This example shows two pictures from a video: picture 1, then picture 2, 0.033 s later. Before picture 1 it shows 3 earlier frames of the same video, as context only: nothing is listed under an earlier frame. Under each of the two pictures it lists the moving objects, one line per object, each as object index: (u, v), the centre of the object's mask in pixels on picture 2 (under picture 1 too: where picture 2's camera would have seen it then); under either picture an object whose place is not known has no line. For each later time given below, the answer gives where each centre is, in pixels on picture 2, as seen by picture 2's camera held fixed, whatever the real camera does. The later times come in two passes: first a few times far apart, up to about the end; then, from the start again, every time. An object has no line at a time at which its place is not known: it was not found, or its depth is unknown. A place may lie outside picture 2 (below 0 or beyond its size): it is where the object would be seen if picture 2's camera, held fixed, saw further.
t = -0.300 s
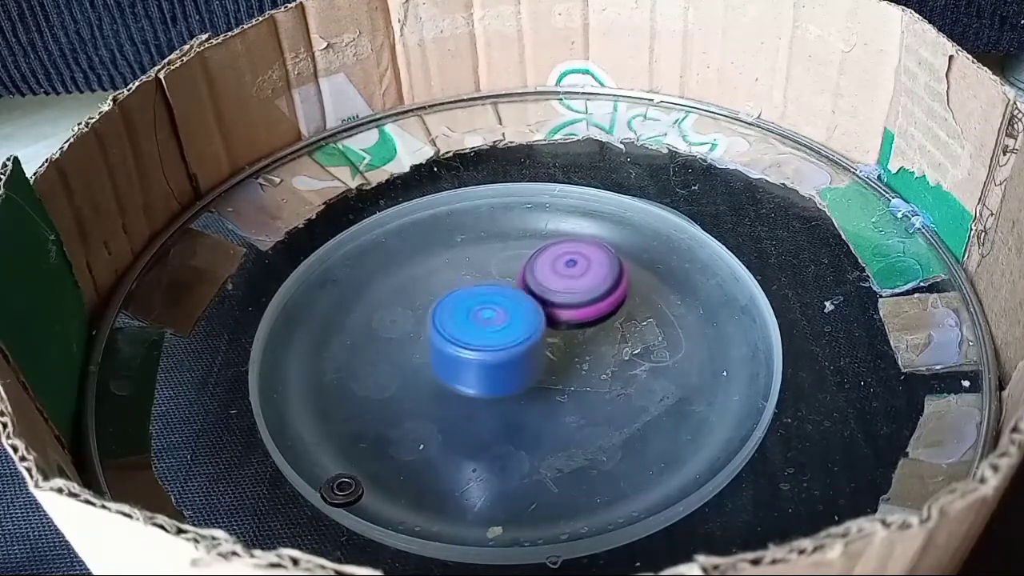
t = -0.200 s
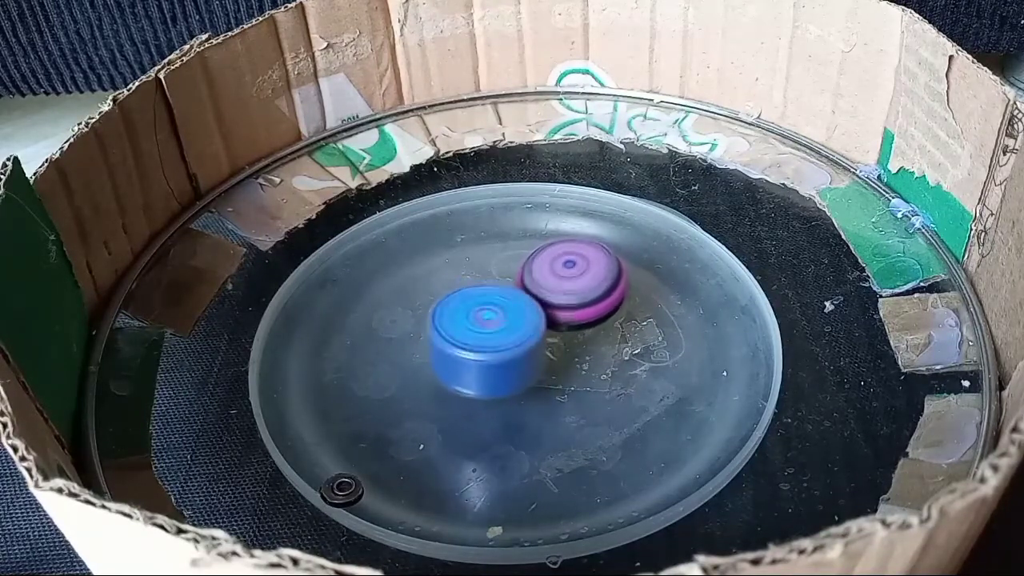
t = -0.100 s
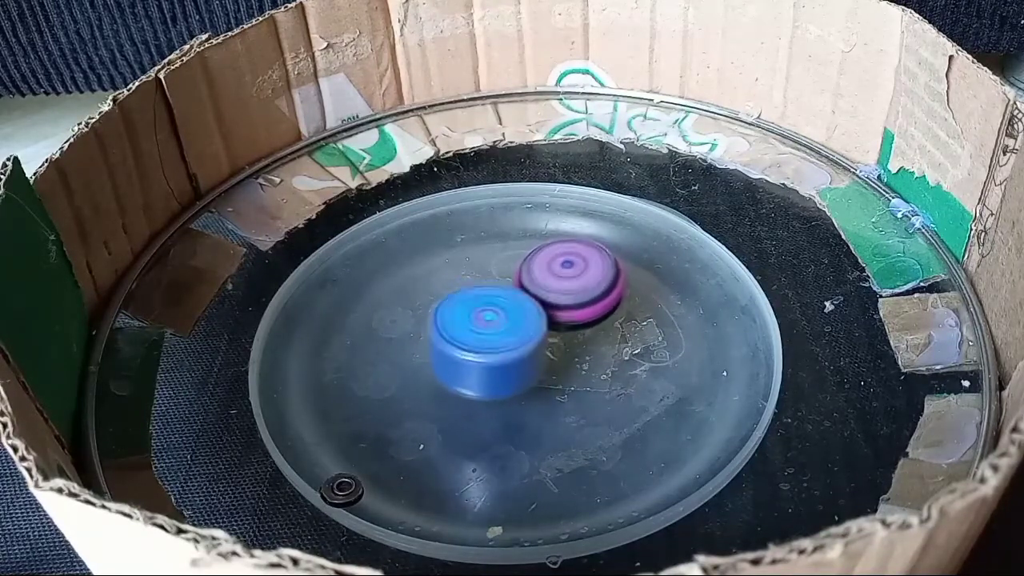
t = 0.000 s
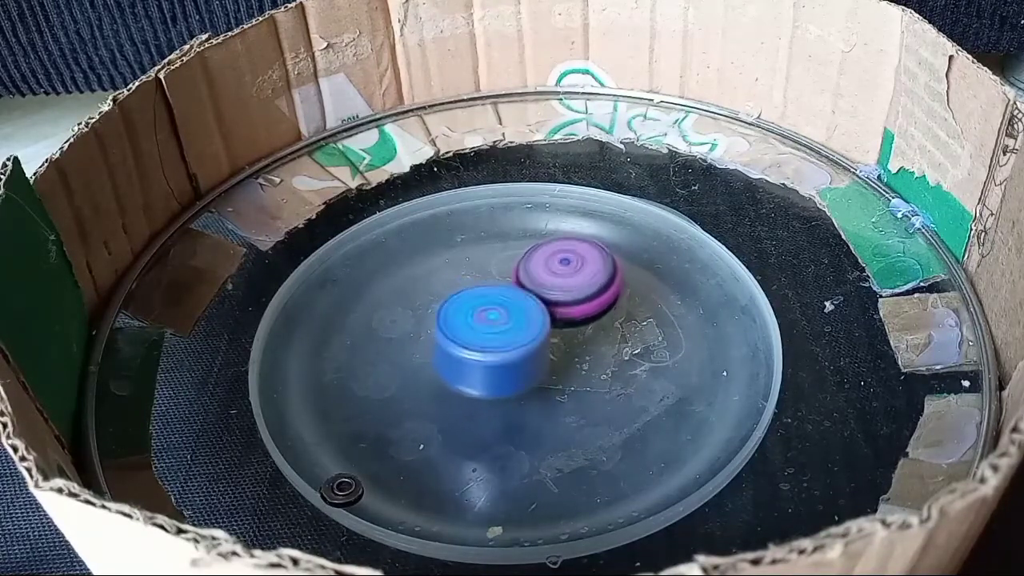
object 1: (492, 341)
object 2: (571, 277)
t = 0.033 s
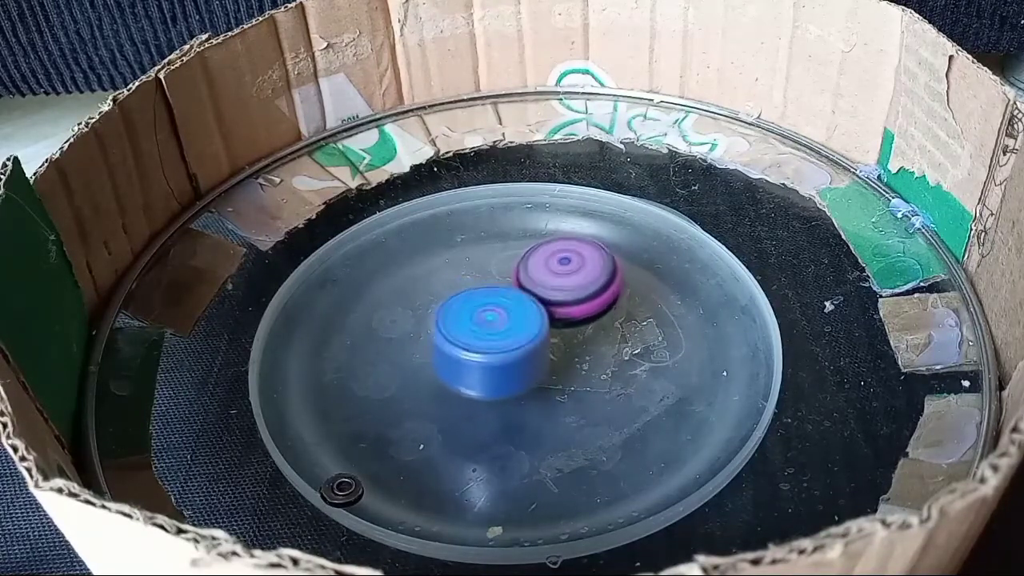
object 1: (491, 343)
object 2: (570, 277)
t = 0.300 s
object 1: (506, 345)
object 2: (569, 273)
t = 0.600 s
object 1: (521, 350)
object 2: (565, 270)
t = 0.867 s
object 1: (529, 350)
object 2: (556, 267)
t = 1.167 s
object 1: (548, 349)
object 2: (534, 265)
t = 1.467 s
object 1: (567, 339)
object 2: (520, 263)
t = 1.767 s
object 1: (573, 342)
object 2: (516, 268)
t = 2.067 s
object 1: (586, 344)
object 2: (529, 270)
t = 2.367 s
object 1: (586, 335)
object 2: (530, 262)
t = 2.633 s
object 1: (572, 348)
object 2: (524, 259)
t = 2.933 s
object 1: (559, 358)
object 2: (541, 259)
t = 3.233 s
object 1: (519, 330)
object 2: (558, 251)
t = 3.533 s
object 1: (478, 314)
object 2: (569, 264)
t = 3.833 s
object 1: (482, 317)
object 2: (589, 279)
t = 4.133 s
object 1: (484, 315)
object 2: (594, 284)
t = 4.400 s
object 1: (476, 314)
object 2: (589, 289)
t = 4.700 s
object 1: (468, 304)
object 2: (586, 297)
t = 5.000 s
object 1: (467, 282)
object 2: (587, 307)
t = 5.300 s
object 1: (486, 266)
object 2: (592, 318)
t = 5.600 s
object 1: (496, 271)
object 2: (584, 327)
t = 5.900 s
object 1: (496, 277)
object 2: (593, 331)
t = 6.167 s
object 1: (497, 255)
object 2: (567, 330)
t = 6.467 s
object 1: (522, 263)
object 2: (553, 347)
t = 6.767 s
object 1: (531, 256)
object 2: (556, 341)
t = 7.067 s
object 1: (533, 256)
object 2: (540, 340)
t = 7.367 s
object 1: (534, 254)
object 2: (530, 331)
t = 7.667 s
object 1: (553, 259)
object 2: (509, 349)
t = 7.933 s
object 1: (530, 260)
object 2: (516, 347)
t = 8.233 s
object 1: (526, 259)
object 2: (513, 349)
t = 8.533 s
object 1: (549, 267)
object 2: (507, 347)
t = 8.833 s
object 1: (571, 266)
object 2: (517, 358)
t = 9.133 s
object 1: (527, 244)
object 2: (556, 374)
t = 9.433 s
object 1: (510, 266)
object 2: (588, 314)
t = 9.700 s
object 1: (483, 281)
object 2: (588, 313)
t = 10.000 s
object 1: (504, 284)
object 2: (570, 335)
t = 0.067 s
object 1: (492, 342)
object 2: (570, 278)
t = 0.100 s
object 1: (492, 343)
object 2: (570, 277)
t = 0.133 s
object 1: (494, 343)
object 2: (570, 277)
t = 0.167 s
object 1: (496, 344)
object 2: (570, 276)
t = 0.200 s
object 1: (498, 345)
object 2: (569, 275)
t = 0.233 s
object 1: (501, 345)
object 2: (569, 275)
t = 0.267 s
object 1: (503, 346)
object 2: (569, 273)
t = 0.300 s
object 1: (506, 345)
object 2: (569, 273)
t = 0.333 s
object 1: (508, 347)
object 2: (569, 273)
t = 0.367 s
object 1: (510, 348)
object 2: (569, 272)
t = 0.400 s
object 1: (513, 348)
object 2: (570, 272)
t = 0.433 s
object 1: (514, 349)
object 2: (569, 272)
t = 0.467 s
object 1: (516, 349)
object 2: (569, 272)
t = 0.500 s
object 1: (516, 350)
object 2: (569, 272)
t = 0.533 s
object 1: (517, 350)
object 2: (568, 272)
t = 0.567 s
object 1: (520, 350)
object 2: (567, 271)
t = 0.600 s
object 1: (521, 350)
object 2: (565, 270)
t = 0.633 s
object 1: (522, 350)
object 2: (563, 270)
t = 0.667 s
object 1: (523, 349)
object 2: (561, 268)
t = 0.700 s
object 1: (524, 349)
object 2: (560, 268)
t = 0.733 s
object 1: (525, 349)
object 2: (559, 267)
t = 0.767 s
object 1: (526, 349)
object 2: (558, 267)
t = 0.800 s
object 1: (527, 349)
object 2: (558, 267)
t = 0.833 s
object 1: (528, 350)
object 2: (557, 267)
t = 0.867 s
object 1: (529, 350)
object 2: (556, 267)
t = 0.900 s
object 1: (531, 351)
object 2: (555, 267)
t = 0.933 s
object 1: (533, 351)
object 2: (554, 267)
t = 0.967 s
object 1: (535, 352)
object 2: (553, 267)
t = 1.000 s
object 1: (537, 352)
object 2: (550, 268)
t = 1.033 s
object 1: (540, 352)
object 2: (547, 267)
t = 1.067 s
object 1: (541, 351)
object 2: (543, 266)
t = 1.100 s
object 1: (543, 350)
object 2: (540, 266)
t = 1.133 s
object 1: (545, 349)
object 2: (535, 265)
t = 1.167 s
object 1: (548, 349)
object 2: (534, 265)
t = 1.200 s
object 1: (551, 349)
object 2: (534, 265)
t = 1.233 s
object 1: (553, 348)
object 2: (534, 265)
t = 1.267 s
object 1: (555, 346)
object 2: (532, 264)
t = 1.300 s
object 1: (559, 346)
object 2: (530, 264)
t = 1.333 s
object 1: (565, 344)
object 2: (528, 264)
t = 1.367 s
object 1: (567, 343)
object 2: (528, 264)
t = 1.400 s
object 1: (567, 342)
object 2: (526, 264)
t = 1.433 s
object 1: (566, 340)
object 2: (521, 263)
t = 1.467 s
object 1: (567, 339)
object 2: (520, 263)
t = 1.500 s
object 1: (568, 338)
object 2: (519, 263)
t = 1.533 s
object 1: (569, 337)
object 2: (518, 263)
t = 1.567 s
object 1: (571, 337)
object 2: (517, 264)
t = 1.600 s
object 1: (571, 337)
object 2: (515, 265)
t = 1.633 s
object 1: (571, 337)
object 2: (516, 265)
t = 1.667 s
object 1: (572, 338)
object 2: (517, 265)
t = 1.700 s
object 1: (572, 338)
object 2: (518, 265)
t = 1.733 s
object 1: (572, 339)
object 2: (517, 266)
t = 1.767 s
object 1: (573, 342)
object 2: (516, 268)
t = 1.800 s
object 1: (574, 344)
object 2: (516, 269)
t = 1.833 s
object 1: (573, 343)
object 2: (515, 270)
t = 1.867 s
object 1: (573, 344)
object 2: (516, 270)
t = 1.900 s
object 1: (574, 346)
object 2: (518, 271)
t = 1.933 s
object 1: (575, 346)
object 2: (522, 271)
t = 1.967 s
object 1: (578, 345)
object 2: (524, 271)
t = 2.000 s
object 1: (581, 346)
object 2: (525, 271)
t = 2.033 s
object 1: (582, 344)
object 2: (526, 270)
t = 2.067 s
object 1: (586, 344)
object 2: (529, 270)
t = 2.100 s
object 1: (590, 345)
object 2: (531, 270)
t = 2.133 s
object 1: (592, 343)
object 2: (533, 268)
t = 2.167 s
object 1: (592, 340)
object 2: (535, 266)
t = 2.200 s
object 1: (590, 336)
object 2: (532, 265)
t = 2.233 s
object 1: (590, 336)
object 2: (530, 265)
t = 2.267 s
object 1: (590, 336)
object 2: (531, 264)
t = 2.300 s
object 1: (590, 337)
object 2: (531, 262)
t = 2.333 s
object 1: (590, 337)
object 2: (530, 262)
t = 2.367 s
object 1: (586, 335)
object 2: (530, 262)
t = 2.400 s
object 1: (583, 333)
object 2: (529, 261)
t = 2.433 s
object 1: (583, 334)
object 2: (526, 260)
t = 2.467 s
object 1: (580, 334)
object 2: (523, 260)
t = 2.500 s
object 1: (577, 333)
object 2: (523, 260)
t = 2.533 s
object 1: (574, 333)
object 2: (520, 260)
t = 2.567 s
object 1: (572, 335)
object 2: (518, 260)
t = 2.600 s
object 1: (573, 342)
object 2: (520, 259)
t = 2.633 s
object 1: (572, 348)
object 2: (524, 259)
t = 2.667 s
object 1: (570, 350)
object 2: (525, 260)
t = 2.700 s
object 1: (566, 350)
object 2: (526, 261)
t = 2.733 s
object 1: (562, 348)
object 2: (528, 263)
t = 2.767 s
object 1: (559, 346)
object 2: (531, 264)
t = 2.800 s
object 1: (562, 351)
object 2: (532, 262)
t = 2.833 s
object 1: (564, 358)
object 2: (531, 259)
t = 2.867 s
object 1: (563, 361)
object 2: (533, 259)
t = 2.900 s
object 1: (562, 360)
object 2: (537, 259)
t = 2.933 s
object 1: (559, 358)
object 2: (541, 259)
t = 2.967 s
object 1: (555, 353)
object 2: (544, 259)
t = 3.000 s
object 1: (550, 346)
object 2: (546, 258)
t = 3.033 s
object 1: (545, 340)
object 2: (548, 256)
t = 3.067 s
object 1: (541, 343)
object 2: (550, 254)
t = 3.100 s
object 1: (536, 345)
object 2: (549, 253)
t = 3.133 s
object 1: (531, 343)
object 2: (552, 253)
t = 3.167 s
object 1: (525, 338)
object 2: (555, 252)
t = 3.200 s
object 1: (523, 334)
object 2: (556, 252)
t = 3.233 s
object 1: (519, 330)
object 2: (558, 251)
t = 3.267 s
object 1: (511, 331)
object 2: (558, 249)
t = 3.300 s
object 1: (504, 332)
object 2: (557, 250)
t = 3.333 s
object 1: (496, 329)
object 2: (559, 252)
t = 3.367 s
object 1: (493, 328)
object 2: (560, 252)
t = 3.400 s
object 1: (491, 324)
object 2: (561, 254)
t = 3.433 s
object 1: (488, 319)
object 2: (563, 256)
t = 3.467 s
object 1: (483, 317)
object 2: (565, 256)
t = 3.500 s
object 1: (479, 316)
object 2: (567, 259)
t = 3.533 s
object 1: (478, 314)
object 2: (569, 264)
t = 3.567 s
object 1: (476, 313)
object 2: (573, 265)
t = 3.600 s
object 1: (475, 313)
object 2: (574, 269)
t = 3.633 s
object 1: (476, 313)
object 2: (578, 271)
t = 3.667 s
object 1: (480, 314)
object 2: (583, 274)
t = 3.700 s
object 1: (478, 315)
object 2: (587, 273)
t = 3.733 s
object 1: (478, 315)
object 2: (589, 274)
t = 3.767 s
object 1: (482, 315)
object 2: (588, 277)
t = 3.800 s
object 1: (482, 316)
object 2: (589, 279)
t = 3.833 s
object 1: (482, 317)
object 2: (589, 279)
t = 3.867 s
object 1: (484, 317)
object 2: (592, 282)
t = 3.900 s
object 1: (489, 316)
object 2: (595, 283)
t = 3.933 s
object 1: (489, 316)
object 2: (597, 281)
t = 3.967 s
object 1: (487, 315)
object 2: (597, 279)
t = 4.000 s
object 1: (487, 315)
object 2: (595, 282)
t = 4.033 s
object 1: (488, 315)
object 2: (596, 282)
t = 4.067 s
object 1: (484, 316)
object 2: (598, 281)
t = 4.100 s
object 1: (483, 316)
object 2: (596, 281)
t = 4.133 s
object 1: (484, 315)
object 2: (594, 284)
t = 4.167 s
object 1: (483, 315)
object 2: (595, 284)
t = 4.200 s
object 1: (482, 315)
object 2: (593, 285)
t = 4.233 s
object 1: (481, 315)
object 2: (592, 286)
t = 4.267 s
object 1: (477, 314)
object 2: (593, 285)
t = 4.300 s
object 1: (478, 313)
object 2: (590, 287)
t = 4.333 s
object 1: (476, 313)
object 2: (593, 287)
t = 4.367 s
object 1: (475, 314)
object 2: (592, 286)
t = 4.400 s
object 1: (476, 314)
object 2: (589, 289)
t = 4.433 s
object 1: (476, 314)
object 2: (590, 291)
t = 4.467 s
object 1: (475, 314)
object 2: (592, 291)
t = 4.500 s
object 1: (475, 313)
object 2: (590, 291)
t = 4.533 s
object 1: (468, 312)
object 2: (593, 289)
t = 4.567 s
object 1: (464, 311)
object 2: (591, 289)
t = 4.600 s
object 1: (463, 310)
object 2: (590, 292)
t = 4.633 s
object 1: (463, 310)
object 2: (589, 295)
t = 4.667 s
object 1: (465, 308)
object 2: (587, 295)
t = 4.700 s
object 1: (468, 304)
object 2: (586, 297)
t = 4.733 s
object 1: (462, 303)
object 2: (597, 295)
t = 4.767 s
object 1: (457, 300)
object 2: (597, 296)
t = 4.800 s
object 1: (454, 298)
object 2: (594, 294)
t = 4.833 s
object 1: (453, 293)
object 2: (593, 298)
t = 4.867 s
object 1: (457, 290)
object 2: (593, 301)
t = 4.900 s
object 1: (464, 291)
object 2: (591, 301)
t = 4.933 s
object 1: (469, 290)
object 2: (586, 304)
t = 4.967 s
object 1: (470, 288)
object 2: (585, 306)
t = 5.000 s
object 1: (467, 282)
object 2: (587, 307)
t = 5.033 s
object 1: (469, 280)
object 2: (583, 306)
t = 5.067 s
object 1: (470, 279)
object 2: (578, 311)
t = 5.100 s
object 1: (474, 279)
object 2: (577, 315)
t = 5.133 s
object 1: (475, 276)
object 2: (587, 319)
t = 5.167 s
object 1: (475, 271)
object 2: (598, 315)
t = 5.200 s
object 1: (475, 269)
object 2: (597, 320)
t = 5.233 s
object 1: (476, 268)
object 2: (594, 320)
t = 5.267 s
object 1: (480, 266)
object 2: (591, 316)
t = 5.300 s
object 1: (486, 266)
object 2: (592, 318)
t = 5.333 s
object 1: (493, 267)
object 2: (590, 317)
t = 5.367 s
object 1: (495, 268)
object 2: (587, 317)
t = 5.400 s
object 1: (490, 265)
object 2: (594, 321)
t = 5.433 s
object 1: (487, 262)
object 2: (598, 320)
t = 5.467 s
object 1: (489, 264)
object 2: (594, 317)
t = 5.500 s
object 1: (490, 266)
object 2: (587, 319)
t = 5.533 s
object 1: (493, 267)
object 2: (583, 324)
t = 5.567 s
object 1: (495, 271)
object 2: (582, 325)
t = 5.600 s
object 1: (496, 271)
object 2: (584, 327)
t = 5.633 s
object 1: (494, 269)
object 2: (591, 329)
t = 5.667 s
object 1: (493, 270)
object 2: (593, 326)
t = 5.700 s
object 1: (491, 271)
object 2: (588, 332)
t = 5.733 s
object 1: (491, 273)
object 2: (584, 332)
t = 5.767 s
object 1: (493, 276)
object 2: (583, 332)
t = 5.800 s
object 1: (494, 277)
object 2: (581, 331)
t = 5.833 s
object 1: (495, 278)
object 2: (584, 332)
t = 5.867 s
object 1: (496, 279)
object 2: (587, 330)
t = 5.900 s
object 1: (496, 277)
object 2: (593, 331)
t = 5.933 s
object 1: (493, 271)
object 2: (598, 333)
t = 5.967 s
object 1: (489, 268)
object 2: (597, 332)
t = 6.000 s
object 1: (486, 266)
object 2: (591, 332)
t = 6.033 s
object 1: (487, 264)
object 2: (585, 331)
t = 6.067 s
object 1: (487, 262)
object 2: (580, 330)
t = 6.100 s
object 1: (486, 258)
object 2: (574, 327)
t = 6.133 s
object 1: (494, 256)
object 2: (567, 323)
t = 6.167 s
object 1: (497, 255)
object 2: (567, 330)
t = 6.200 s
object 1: (496, 252)
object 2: (567, 335)
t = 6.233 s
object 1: (496, 253)
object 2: (567, 337)
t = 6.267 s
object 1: (499, 253)
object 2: (566, 338)
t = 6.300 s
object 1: (505, 253)
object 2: (562, 336)
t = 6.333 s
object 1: (508, 256)
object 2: (557, 337)
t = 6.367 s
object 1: (511, 259)
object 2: (553, 337)
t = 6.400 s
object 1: (515, 259)
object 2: (549, 339)
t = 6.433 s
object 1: (518, 261)
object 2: (550, 346)
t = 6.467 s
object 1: (522, 263)
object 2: (553, 347)
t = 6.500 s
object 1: (524, 264)
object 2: (558, 348)
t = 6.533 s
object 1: (527, 262)
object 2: (562, 353)
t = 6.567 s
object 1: (529, 260)
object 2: (566, 351)
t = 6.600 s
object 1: (529, 260)
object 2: (567, 352)
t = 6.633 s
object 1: (527, 257)
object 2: (564, 347)
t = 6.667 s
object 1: (528, 257)
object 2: (560, 344)
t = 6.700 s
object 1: (532, 258)
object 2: (558, 345)
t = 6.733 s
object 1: (530, 258)
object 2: (557, 342)
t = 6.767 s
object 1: (531, 256)
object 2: (556, 341)
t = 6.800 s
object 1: (535, 254)
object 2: (557, 340)
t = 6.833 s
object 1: (533, 255)
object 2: (556, 339)
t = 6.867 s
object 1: (533, 255)
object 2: (556, 342)
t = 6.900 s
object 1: (535, 254)
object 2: (557, 340)
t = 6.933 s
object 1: (532, 257)
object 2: (557, 339)
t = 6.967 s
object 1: (533, 257)
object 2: (552, 333)
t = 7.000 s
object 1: (534, 258)
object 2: (547, 334)
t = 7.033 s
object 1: (535, 257)
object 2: (542, 339)
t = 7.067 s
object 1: (533, 256)
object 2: (540, 340)
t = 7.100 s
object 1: (532, 257)
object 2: (537, 343)
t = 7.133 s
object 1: (534, 256)
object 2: (533, 344)
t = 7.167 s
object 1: (534, 256)
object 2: (532, 345)
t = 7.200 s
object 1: (536, 257)
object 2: (531, 344)
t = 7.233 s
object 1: (535, 258)
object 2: (532, 343)
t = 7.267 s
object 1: (533, 258)
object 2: (533, 339)
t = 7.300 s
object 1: (538, 257)
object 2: (533, 340)
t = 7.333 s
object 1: (536, 257)
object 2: (530, 333)
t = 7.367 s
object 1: (534, 254)
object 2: (530, 331)
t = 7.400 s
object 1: (536, 251)
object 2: (531, 335)
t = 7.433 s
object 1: (541, 250)
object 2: (531, 336)
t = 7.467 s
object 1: (543, 250)
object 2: (529, 337)
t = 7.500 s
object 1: (541, 251)
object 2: (527, 339)
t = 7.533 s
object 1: (543, 251)
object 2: (521, 336)
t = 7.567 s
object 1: (547, 253)
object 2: (519, 337)
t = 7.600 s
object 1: (552, 255)
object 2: (514, 343)
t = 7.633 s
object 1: (552, 258)
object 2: (509, 348)
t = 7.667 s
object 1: (553, 259)
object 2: (509, 349)
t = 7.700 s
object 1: (549, 261)
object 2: (511, 351)
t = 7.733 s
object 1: (548, 262)
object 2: (513, 349)
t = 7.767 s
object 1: (549, 264)
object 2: (517, 345)
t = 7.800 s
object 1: (546, 264)
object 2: (519, 342)
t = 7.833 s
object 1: (543, 263)
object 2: (517, 346)
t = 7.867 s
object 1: (541, 260)
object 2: (516, 348)
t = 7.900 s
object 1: (539, 260)
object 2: (517, 348)
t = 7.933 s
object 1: (530, 260)
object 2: (516, 347)
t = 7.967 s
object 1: (524, 260)
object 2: (516, 346)
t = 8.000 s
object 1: (520, 260)
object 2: (515, 346)
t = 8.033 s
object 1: (520, 260)
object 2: (517, 346)
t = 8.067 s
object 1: (521, 260)
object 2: (518, 343)
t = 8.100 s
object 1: (522, 261)
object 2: (519, 341)
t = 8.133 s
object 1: (521, 261)
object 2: (518, 342)
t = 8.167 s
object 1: (519, 261)
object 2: (518, 341)
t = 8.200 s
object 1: (520, 259)
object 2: (516, 346)
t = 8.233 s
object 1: (526, 259)
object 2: (513, 349)
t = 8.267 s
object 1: (533, 260)
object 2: (512, 352)
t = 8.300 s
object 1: (535, 265)
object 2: (511, 352)
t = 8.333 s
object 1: (536, 266)
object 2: (510, 353)
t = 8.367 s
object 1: (536, 267)
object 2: (512, 353)
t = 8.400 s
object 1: (537, 268)
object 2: (516, 349)
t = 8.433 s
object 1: (536, 271)
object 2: (516, 346)
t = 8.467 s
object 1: (538, 271)
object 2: (512, 344)
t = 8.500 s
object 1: (544, 268)
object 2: (509, 345)
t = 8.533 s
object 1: (549, 267)
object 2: (507, 347)
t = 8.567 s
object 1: (554, 267)
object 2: (504, 350)
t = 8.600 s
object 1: (553, 271)
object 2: (503, 351)
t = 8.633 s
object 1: (555, 271)
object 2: (502, 349)
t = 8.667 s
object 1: (557, 272)
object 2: (503, 348)
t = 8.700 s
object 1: (556, 271)
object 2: (507, 345)
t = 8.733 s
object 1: (554, 273)
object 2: (510, 343)
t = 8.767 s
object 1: (559, 268)
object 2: (513, 346)
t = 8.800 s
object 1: (566, 267)
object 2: (515, 353)
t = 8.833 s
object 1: (571, 266)
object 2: (517, 358)
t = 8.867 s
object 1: (566, 264)
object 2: (520, 360)
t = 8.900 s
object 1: (562, 262)
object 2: (526, 356)
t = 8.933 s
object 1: (558, 262)
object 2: (529, 351)
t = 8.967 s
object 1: (555, 263)
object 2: (531, 346)
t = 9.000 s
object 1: (550, 263)
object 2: (536, 342)
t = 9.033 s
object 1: (541, 258)
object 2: (538, 347)
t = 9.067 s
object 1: (536, 255)
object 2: (544, 361)
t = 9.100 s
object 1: (530, 250)
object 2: (547, 368)
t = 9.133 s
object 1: (527, 244)
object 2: (556, 374)
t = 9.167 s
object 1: (529, 243)
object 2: (567, 366)
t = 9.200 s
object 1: (529, 241)
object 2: (569, 361)
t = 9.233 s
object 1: (526, 240)
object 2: (570, 356)
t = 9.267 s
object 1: (527, 244)
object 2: (568, 353)
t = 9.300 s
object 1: (527, 247)
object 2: (570, 351)
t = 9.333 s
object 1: (524, 250)
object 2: (572, 344)
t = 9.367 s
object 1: (520, 257)
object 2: (578, 330)
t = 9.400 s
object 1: (516, 262)
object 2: (583, 320)
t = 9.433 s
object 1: (510, 266)
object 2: (588, 314)
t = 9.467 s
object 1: (501, 271)
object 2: (598, 310)
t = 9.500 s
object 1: (490, 278)
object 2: (609, 307)
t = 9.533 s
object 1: (479, 283)
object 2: (614, 306)
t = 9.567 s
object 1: (477, 284)
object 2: (614, 306)
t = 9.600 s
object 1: (472, 284)
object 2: (612, 307)
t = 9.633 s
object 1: (479, 279)
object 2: (607, 307)
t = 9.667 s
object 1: (482, 279)
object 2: (597, 309)
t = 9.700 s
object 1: (483, 281)
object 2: (588, 313)
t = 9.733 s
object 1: (486, 279)
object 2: (580, 319)
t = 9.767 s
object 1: (492, 282)
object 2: (573, 323)
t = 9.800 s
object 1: (492, 282)
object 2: (571, 331)
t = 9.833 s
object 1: (500, 284)
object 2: (567, 338)
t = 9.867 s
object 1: (503, 284)
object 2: (568, 341)
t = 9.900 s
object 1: (503, 285)
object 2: (567, 342)
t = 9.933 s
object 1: (503, 285)
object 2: (568, 341)
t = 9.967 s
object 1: (504, 284)
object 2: (568, 338)
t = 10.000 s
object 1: (504, 284)
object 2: (570, 335)
